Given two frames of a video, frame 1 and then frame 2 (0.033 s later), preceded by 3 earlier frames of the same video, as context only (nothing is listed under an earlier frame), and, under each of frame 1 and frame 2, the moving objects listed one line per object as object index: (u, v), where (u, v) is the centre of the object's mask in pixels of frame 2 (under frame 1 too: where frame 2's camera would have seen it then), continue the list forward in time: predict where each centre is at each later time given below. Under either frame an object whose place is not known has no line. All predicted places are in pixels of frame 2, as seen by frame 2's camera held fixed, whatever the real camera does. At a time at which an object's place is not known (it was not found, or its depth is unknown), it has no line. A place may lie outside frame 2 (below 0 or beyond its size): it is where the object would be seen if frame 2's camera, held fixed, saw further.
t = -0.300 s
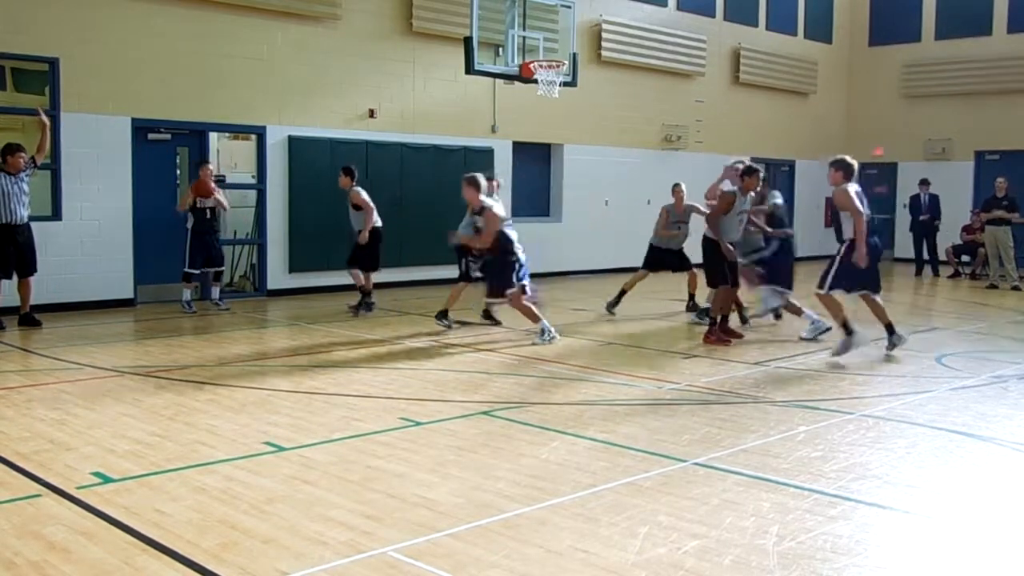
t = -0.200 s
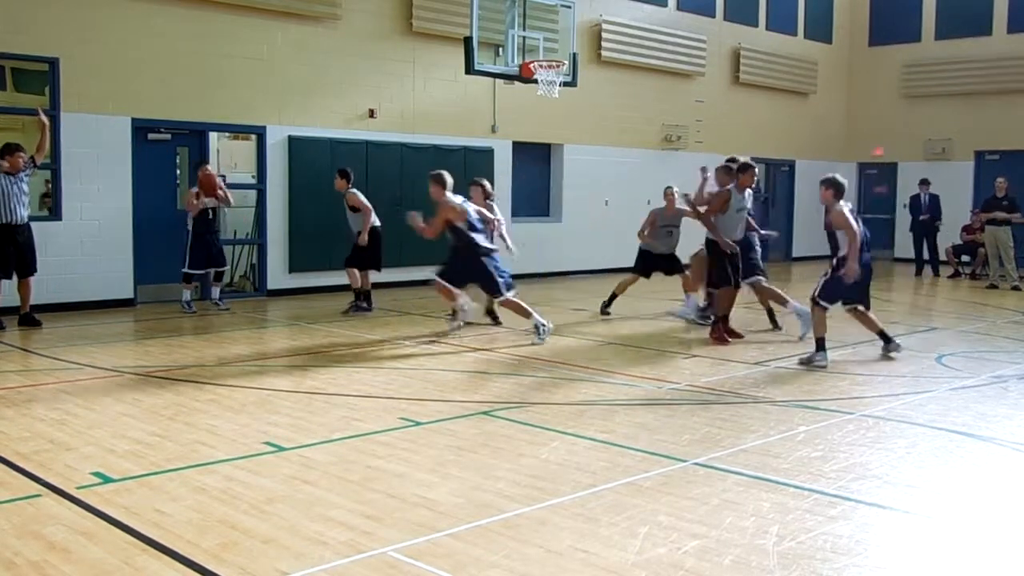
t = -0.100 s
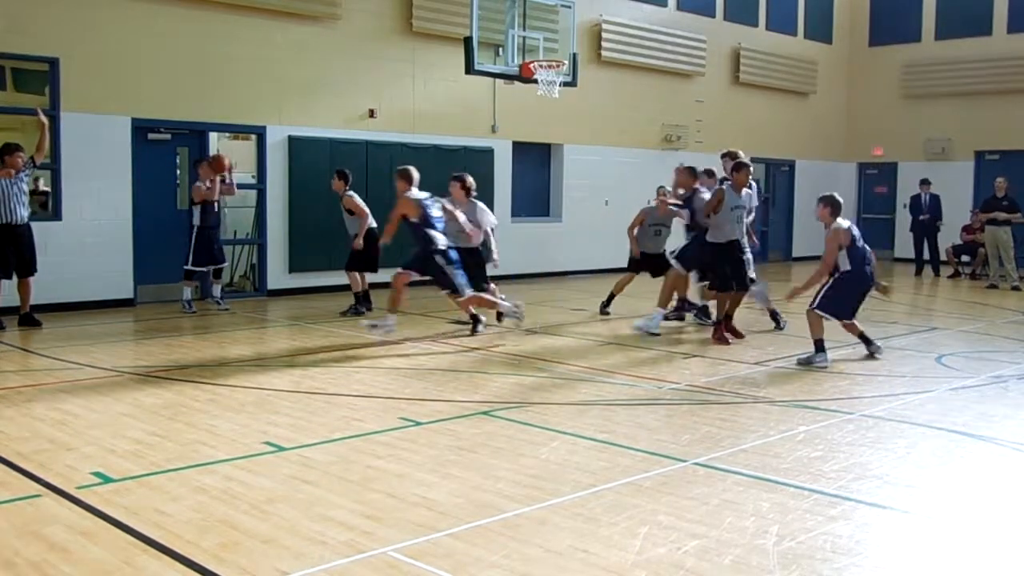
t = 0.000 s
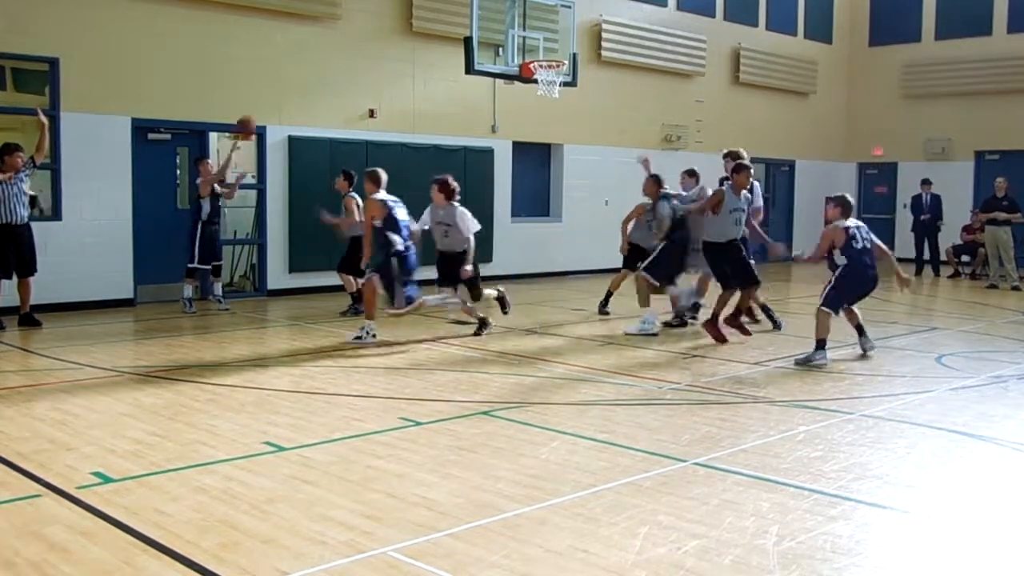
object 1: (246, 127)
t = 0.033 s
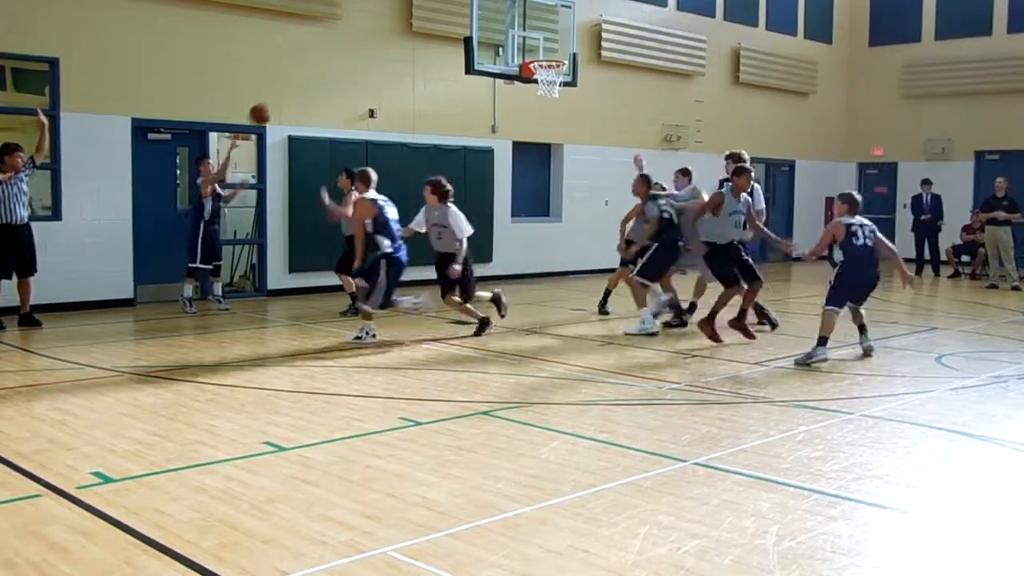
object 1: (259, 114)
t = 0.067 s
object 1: (272, 102)
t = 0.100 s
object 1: (286, 92)
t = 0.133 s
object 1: (300, 82)
